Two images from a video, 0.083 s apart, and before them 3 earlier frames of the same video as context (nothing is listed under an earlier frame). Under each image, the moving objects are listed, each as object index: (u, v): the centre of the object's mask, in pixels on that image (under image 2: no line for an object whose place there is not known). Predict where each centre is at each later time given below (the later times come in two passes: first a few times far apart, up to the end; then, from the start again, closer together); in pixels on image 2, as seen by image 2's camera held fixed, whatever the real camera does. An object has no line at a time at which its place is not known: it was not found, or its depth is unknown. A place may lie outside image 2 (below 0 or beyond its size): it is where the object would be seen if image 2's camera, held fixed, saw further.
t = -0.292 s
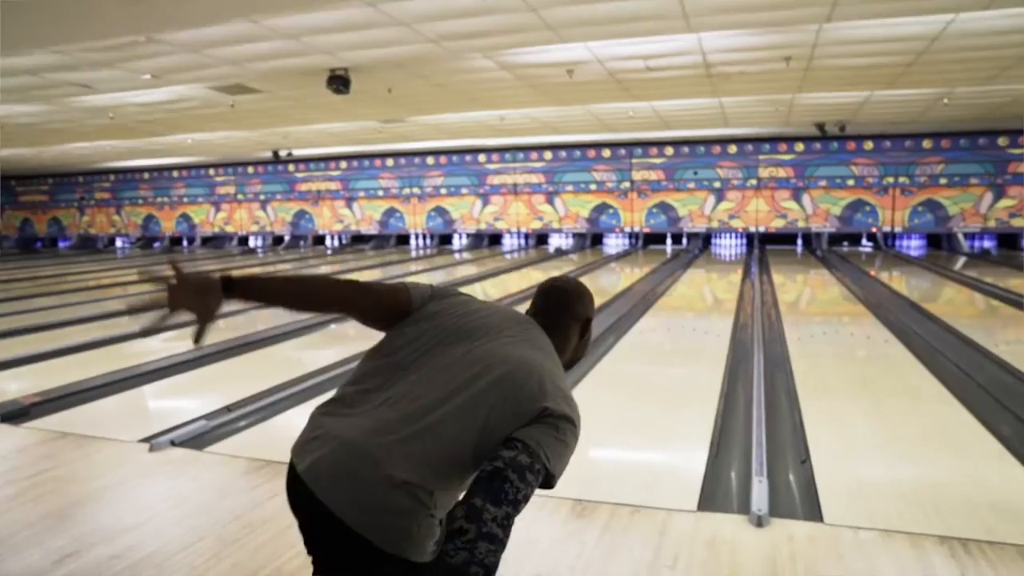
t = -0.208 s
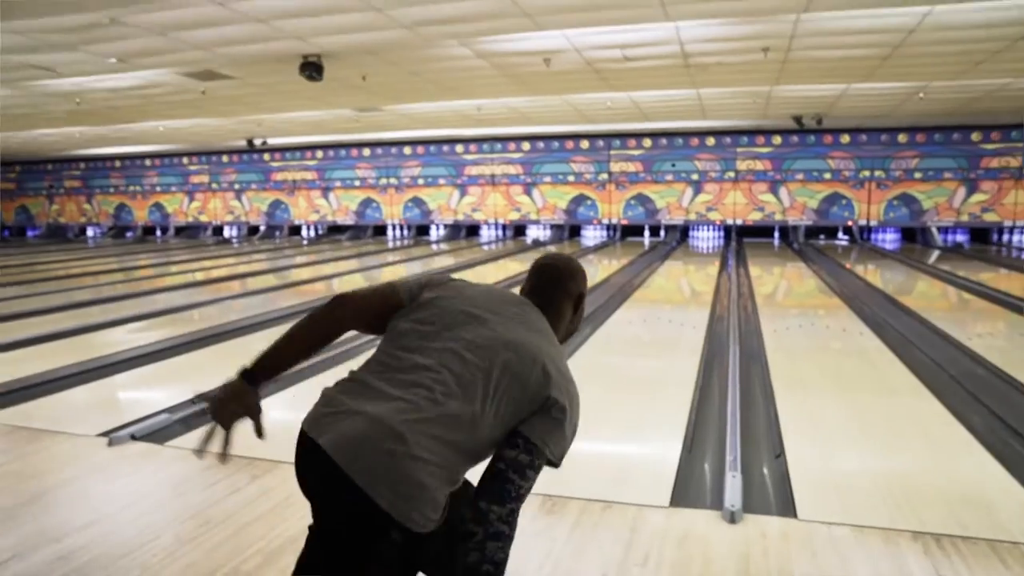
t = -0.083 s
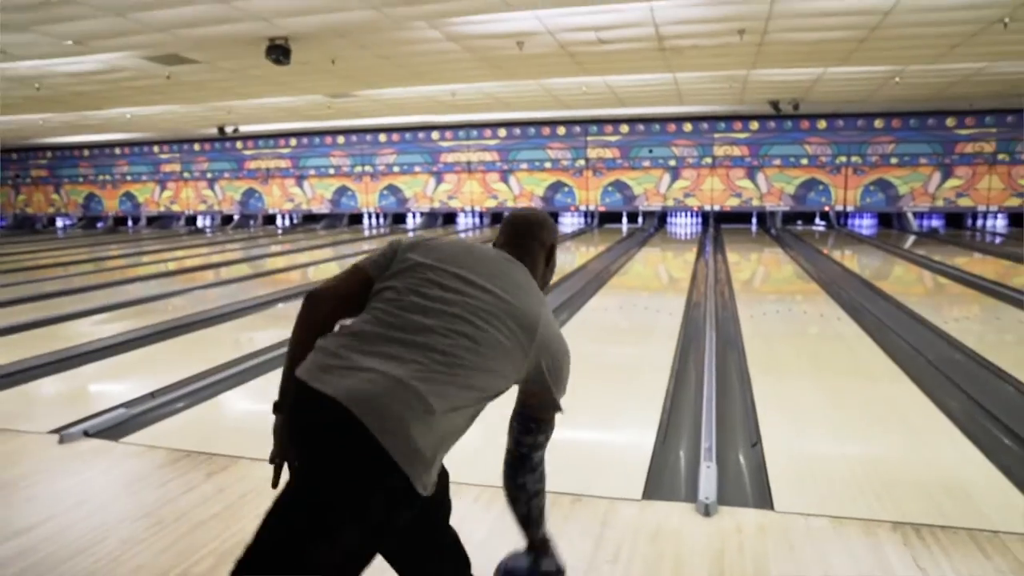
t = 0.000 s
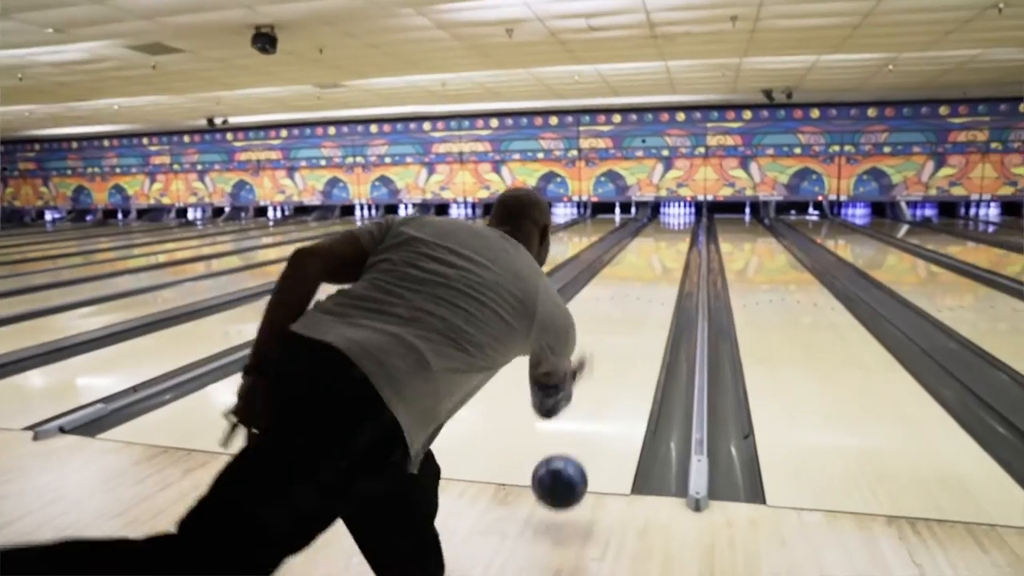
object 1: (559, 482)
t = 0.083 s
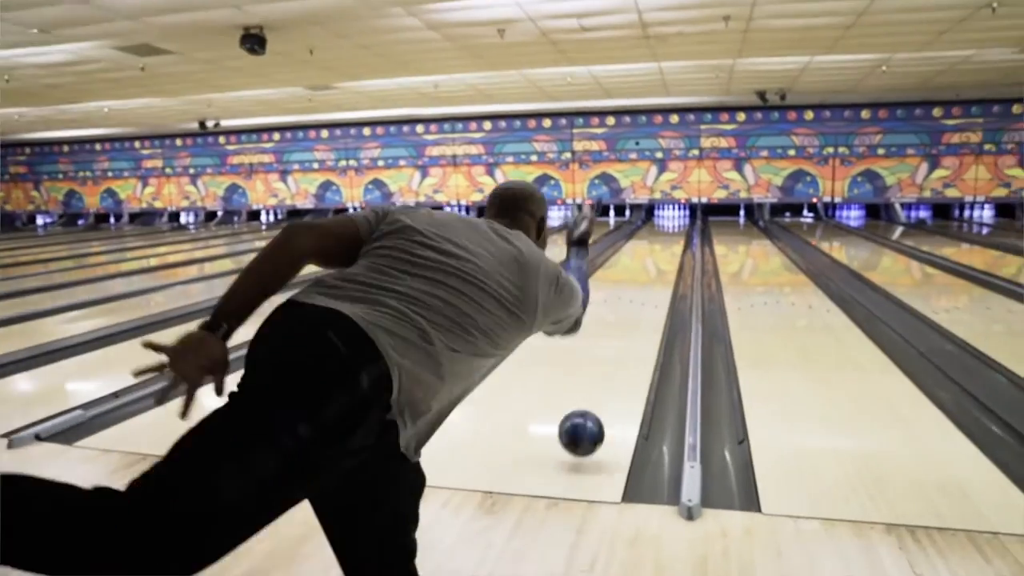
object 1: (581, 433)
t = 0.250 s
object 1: (620, 369)
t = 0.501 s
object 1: (647, 309)
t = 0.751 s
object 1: (661, 277)
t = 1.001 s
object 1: (669, 258)
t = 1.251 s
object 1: (672, 243)
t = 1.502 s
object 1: (674, 233)
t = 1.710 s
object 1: (676, 229)
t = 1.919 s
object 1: (677, 226)
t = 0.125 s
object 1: (593, 417)
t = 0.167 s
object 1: (604, 401)
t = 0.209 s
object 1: (612, 384)
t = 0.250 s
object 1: (620, 369)
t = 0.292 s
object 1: (626, 355)
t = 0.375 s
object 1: (636, 334)
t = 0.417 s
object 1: (641, 325)
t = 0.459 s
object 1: (645, 317)
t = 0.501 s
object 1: (647, 309)
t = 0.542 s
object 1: (650, 303)
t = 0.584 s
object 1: (653, 297)
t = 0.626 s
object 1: (655, 291)
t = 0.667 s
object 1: (657, 286)
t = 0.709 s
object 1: (659, 282)
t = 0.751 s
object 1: (661, 277)
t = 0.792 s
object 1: (663, 273)
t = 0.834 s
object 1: (664, 270)
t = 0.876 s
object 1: (665, 266)
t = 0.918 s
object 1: (666, 263)
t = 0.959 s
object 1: (667, 260)
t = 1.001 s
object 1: (669, 258)
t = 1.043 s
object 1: (669, 256)
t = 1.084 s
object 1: (670, 253)
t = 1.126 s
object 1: (669, 248)
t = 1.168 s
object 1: (672, 249)
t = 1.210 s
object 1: (671, 245)
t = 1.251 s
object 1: (672, 243)
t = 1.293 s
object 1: (673, 243)
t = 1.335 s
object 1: (673, 239)
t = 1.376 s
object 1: (673, 236)
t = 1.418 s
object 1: (674, 235)
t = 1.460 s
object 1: (675, 234)
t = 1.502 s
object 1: (674, 233)
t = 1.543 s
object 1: (675, 232)
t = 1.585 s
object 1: (675, 232)
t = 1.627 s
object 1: (676, 231)
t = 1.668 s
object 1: (676, 230)
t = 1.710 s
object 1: (676, 229)
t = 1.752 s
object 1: (676, 229)
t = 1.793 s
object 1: (676, 227)
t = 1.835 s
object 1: (677, 228)
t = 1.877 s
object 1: (677, 227)
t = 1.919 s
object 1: (677, 226)
